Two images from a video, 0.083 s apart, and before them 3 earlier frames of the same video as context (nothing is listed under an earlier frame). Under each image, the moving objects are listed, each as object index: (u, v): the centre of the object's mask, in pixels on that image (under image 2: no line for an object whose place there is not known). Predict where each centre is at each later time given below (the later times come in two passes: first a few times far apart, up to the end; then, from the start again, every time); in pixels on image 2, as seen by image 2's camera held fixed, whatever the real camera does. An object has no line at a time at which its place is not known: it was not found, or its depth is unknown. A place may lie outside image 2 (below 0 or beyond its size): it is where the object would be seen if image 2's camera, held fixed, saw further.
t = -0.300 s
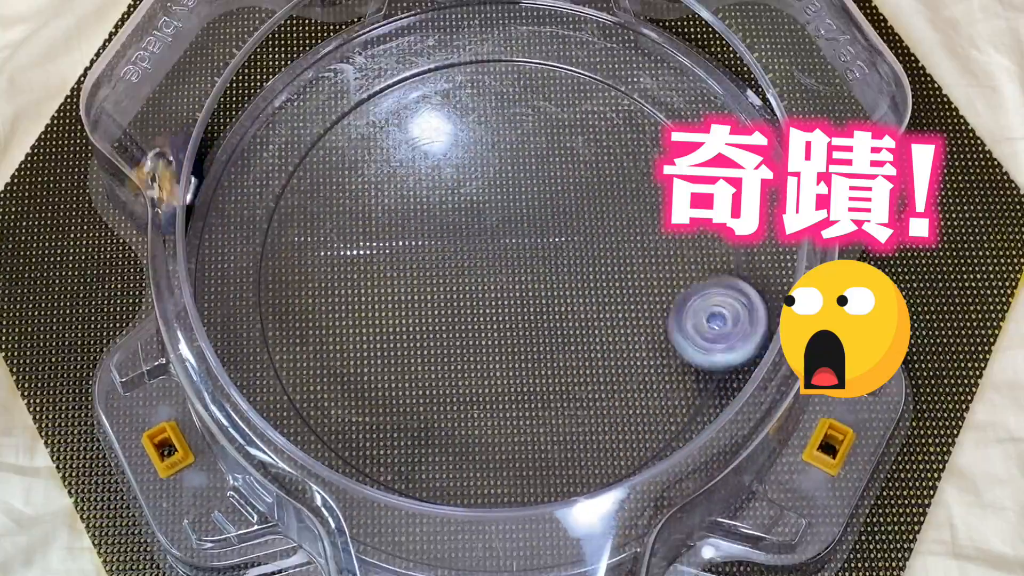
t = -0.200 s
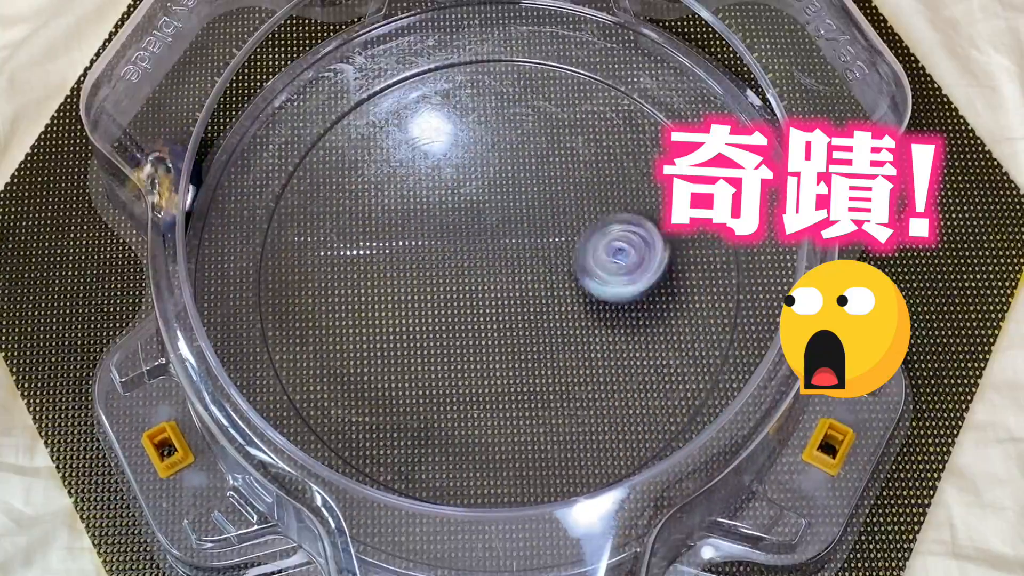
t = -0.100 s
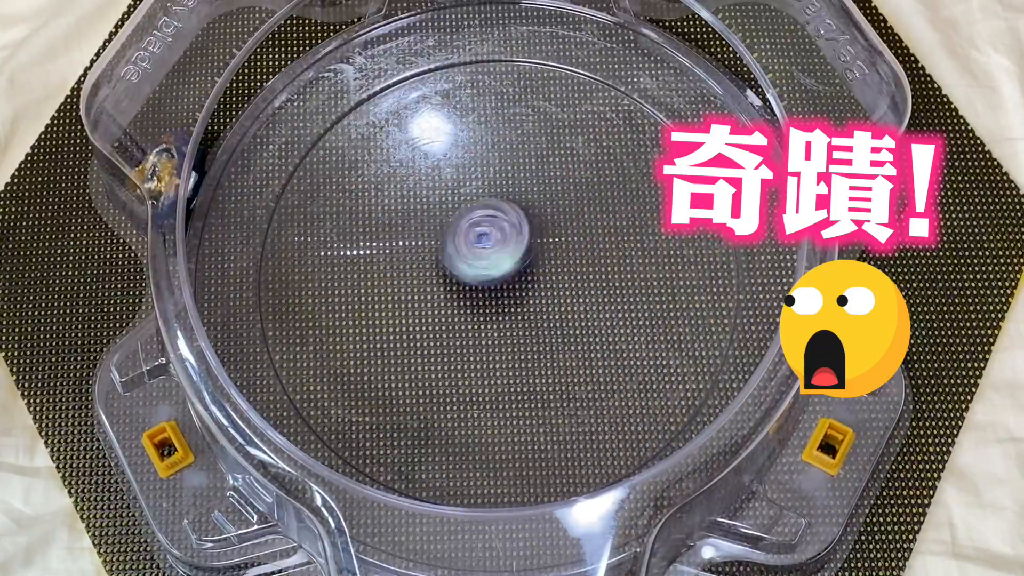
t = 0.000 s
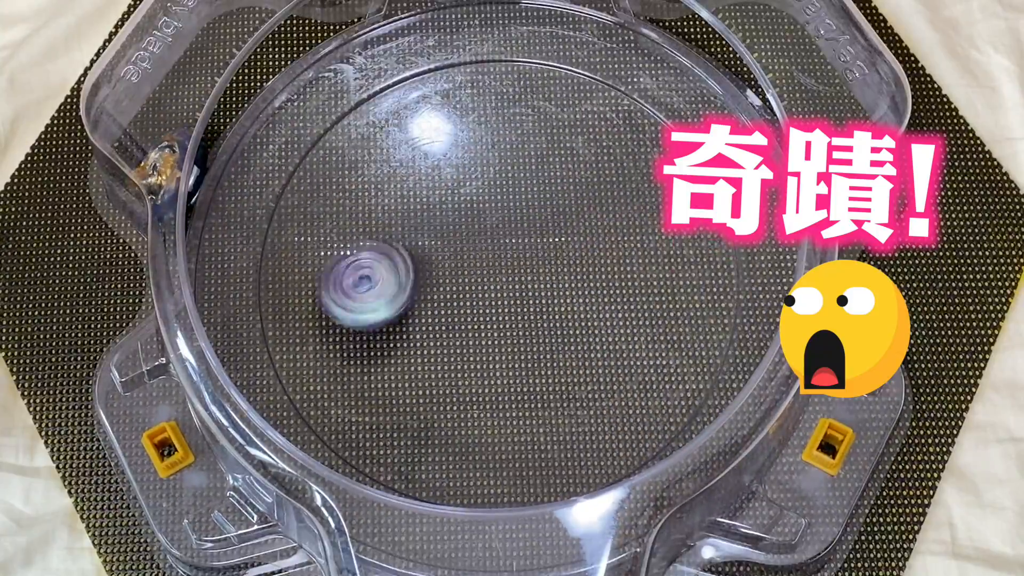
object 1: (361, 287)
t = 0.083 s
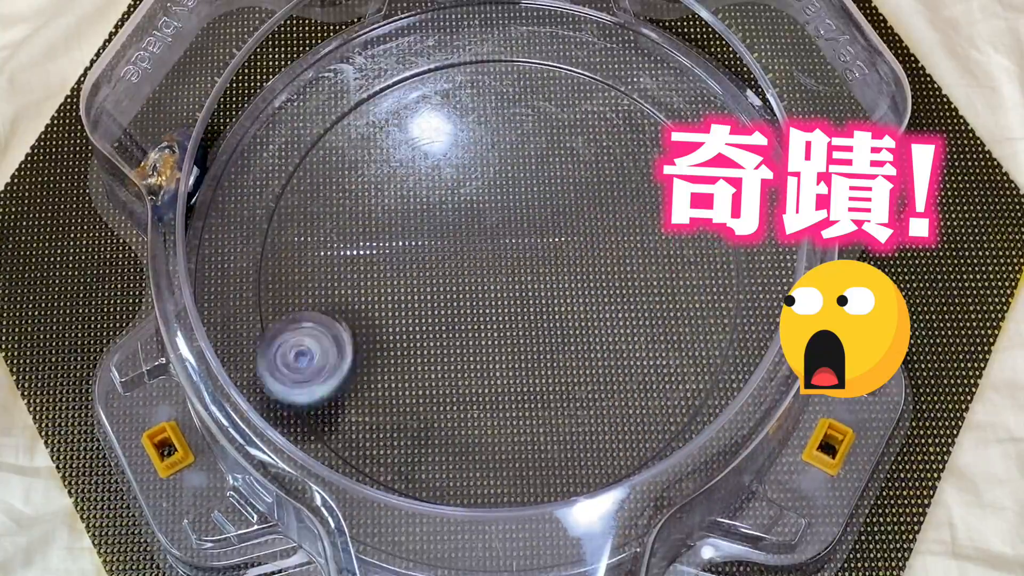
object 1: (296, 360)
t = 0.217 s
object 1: (338, 472)
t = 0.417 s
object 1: (583, 466)
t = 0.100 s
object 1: (289, 379)
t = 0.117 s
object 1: (291, 393)
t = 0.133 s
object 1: (300, 404)
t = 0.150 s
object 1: (310, 417)
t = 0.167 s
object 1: (320, 427)
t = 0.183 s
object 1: (329, 438)
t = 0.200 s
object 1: (337, 449)
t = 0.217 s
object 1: (338, 472)
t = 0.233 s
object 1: (355, 495)
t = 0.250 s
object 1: (369, 509)
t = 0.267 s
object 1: (376, 534)
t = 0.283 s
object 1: (398, 530)
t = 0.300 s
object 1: (427, 533)
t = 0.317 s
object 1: (449, 533)
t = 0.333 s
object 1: (472, 533)
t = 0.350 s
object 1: (497, 529)
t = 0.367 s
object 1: (519, 521)
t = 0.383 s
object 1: (540, 507)
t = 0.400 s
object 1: (560, 487)
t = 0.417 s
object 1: (583, 466)
